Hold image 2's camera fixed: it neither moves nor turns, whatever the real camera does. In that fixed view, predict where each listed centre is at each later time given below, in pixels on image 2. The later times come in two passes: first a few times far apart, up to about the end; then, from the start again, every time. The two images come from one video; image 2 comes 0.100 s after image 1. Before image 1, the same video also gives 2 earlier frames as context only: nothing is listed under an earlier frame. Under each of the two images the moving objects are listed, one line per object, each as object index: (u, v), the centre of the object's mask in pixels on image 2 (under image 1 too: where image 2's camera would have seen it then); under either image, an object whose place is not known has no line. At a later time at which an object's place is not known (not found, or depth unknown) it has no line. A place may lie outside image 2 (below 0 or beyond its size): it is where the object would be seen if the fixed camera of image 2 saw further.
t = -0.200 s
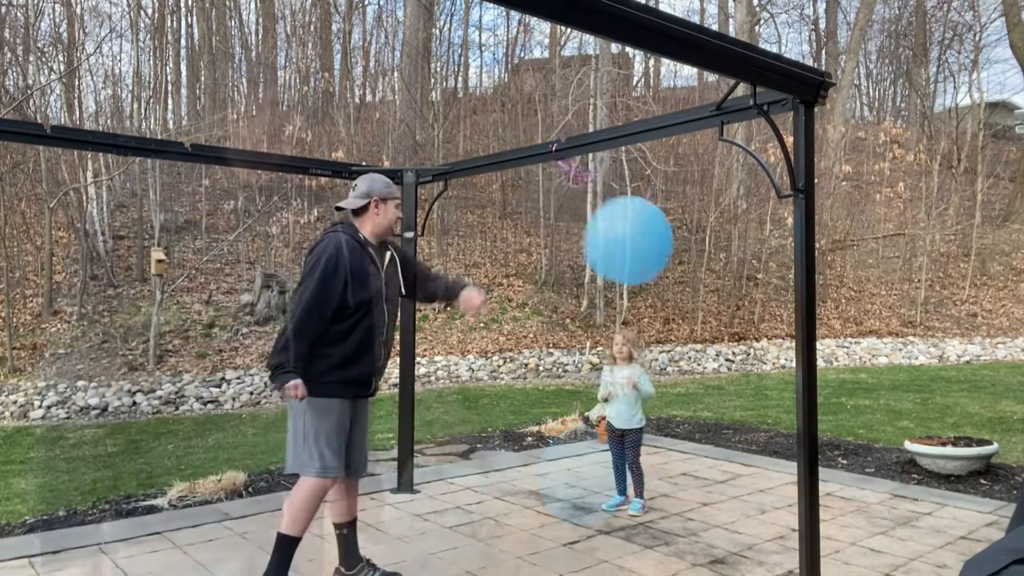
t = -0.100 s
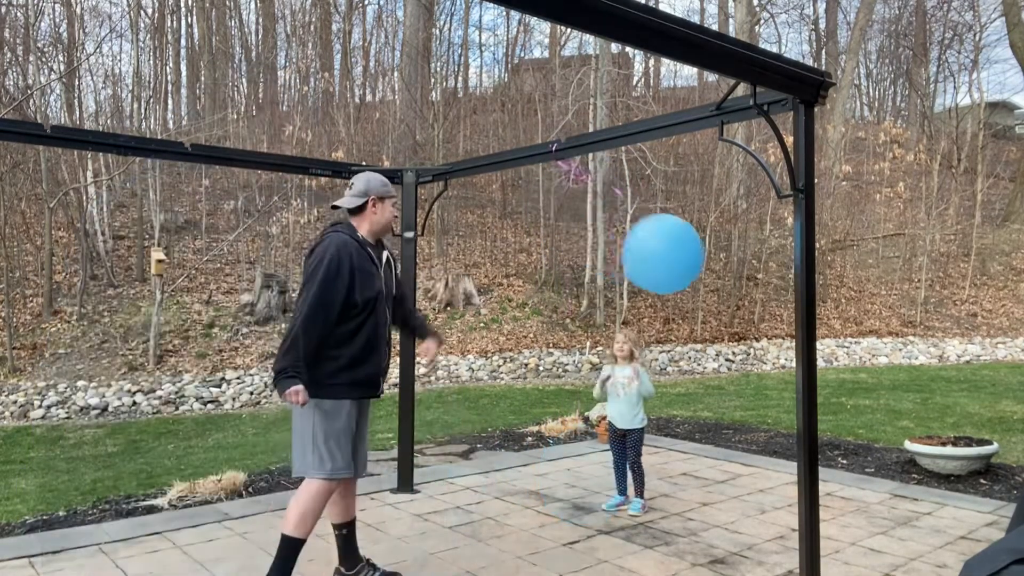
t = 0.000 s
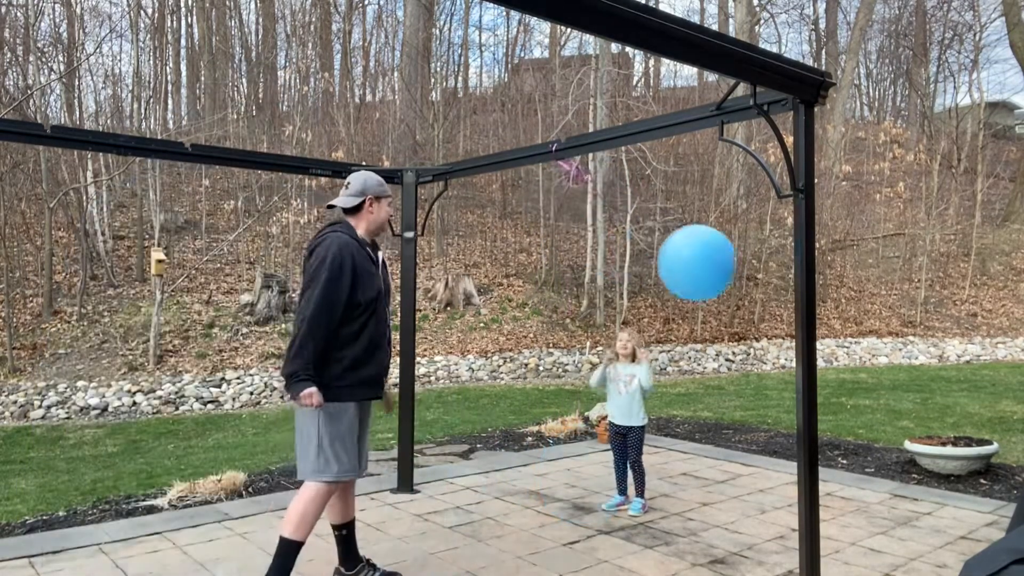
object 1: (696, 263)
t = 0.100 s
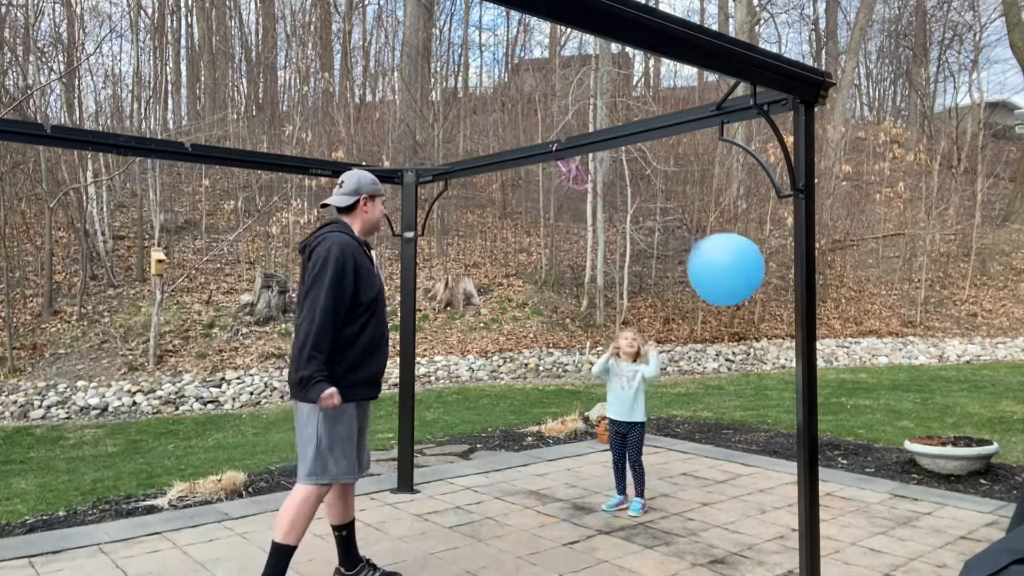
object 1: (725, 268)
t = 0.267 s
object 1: (714, 251)
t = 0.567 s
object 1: (658, 227)
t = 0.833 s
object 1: (608, 224)
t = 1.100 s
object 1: (563, 241)
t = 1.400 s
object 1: (528, 286)
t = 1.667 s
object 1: (503, 353)
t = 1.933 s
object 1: (484, 437)
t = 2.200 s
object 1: (503, 446)
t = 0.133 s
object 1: (735, 271)
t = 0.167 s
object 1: (736, 270)
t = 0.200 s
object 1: (730, 263)
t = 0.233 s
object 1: (722, 257)
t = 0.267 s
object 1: (714, 251)
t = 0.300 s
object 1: (707, 246)
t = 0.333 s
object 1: (700, 243)
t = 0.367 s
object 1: (694, 239)
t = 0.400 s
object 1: (688, 236)
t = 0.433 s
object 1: (682, 234)
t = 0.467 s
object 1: (676, 231)
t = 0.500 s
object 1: (670, 230)
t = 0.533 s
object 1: (664, 228)
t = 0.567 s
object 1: (658, 227)
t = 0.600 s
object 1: (652, 226)
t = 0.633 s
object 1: (646, 225)
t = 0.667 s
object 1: (639, 224)
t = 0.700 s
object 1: (633, 223)
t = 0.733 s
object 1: (627, 223)
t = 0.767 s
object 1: (620, 223)
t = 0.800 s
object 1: (614, 223)
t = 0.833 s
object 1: (608, 224)
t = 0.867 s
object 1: (602, 225)
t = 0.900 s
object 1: (596, 226)
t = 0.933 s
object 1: (590, 228)
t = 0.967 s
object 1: (584, 230)
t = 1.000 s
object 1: (579, 232)
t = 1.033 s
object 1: (574, 235)
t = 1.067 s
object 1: (568, 238)
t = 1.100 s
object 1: (563, 241)
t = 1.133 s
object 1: (559, 245)
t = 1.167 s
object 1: (554, 249)
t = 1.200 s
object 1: (550, 253)
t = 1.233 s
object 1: (546, 257)
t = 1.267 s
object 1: (542, 262)
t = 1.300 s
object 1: (539, 267)
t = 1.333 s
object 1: (535, 273)
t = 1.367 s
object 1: (532, 279)
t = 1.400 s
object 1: (528, 286)
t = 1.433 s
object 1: (525, 293)
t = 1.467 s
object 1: (521, 301)
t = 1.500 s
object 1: (518, 309)
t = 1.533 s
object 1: (515, 317)
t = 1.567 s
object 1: (512, 326)
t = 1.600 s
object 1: (509, 334)
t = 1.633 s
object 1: (506, 344)
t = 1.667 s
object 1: (503, 353)
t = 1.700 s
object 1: (500, 363)
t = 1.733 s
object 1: (497, 373)
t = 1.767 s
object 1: (494, 382)
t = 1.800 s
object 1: (492, 393)
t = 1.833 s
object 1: (490, 404)
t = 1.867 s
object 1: (487, 415)
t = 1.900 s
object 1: (486, 425)
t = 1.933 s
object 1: (484, 437)
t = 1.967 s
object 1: (483, 448)
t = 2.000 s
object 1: (482, 458)
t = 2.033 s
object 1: (481, 468)
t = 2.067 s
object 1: (482, 473)
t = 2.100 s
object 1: (487, 468)
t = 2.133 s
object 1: (493, 459)
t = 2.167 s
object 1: (498, 452)
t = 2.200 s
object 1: (503, 446)
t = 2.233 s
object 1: (508, 439)
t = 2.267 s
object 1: (513, 434)
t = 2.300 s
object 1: (517, 428)
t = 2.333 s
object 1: (522, 422)
